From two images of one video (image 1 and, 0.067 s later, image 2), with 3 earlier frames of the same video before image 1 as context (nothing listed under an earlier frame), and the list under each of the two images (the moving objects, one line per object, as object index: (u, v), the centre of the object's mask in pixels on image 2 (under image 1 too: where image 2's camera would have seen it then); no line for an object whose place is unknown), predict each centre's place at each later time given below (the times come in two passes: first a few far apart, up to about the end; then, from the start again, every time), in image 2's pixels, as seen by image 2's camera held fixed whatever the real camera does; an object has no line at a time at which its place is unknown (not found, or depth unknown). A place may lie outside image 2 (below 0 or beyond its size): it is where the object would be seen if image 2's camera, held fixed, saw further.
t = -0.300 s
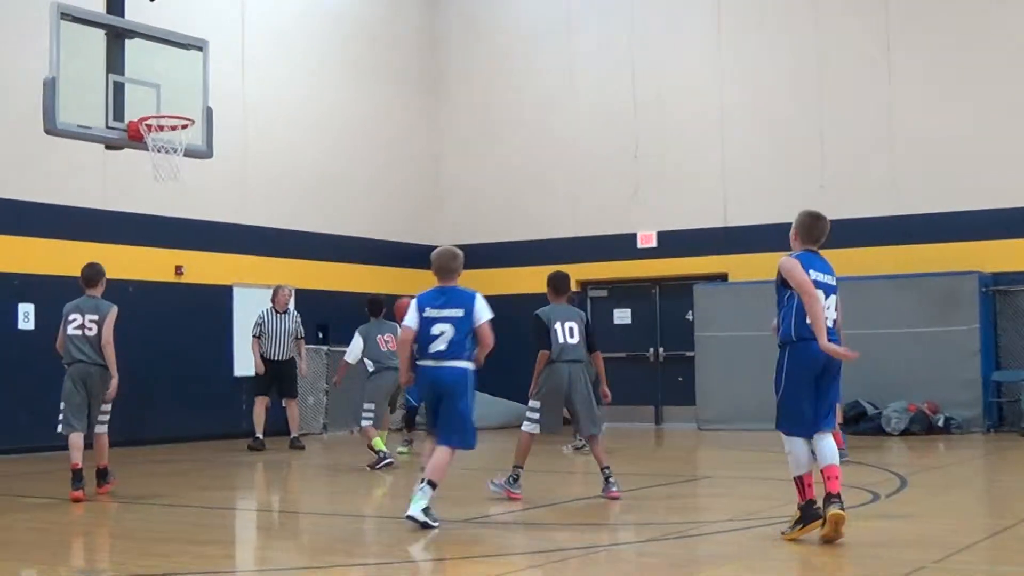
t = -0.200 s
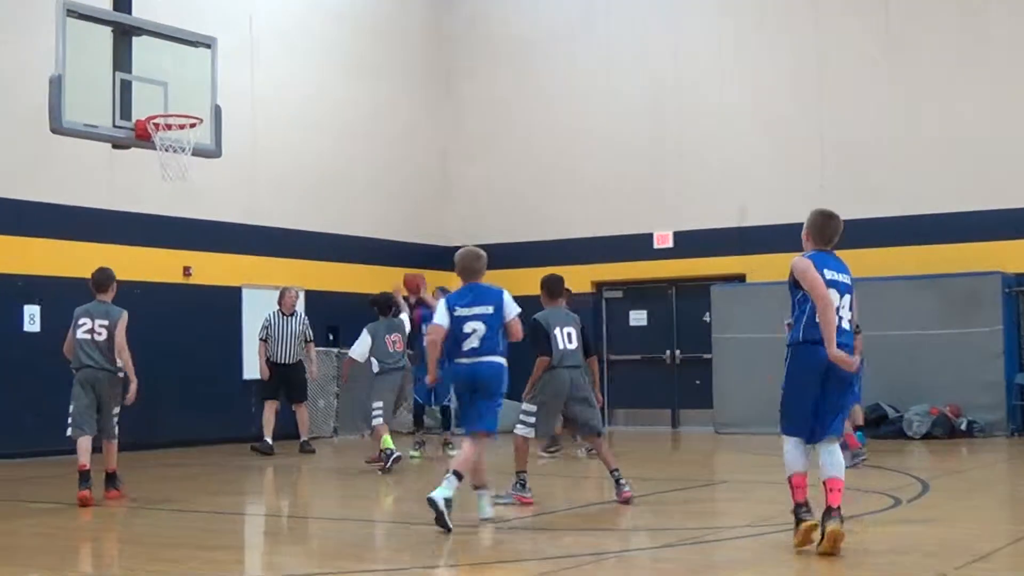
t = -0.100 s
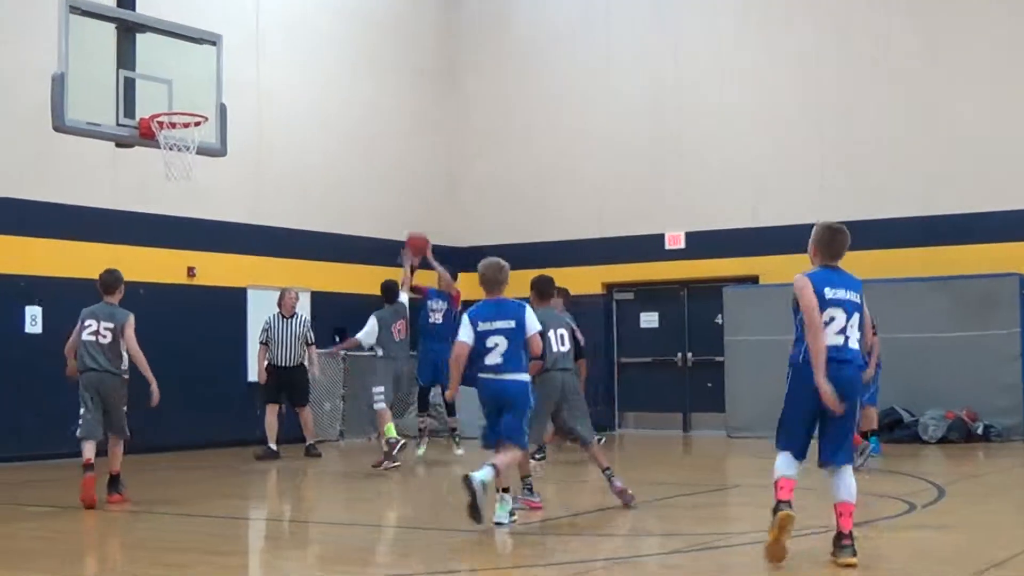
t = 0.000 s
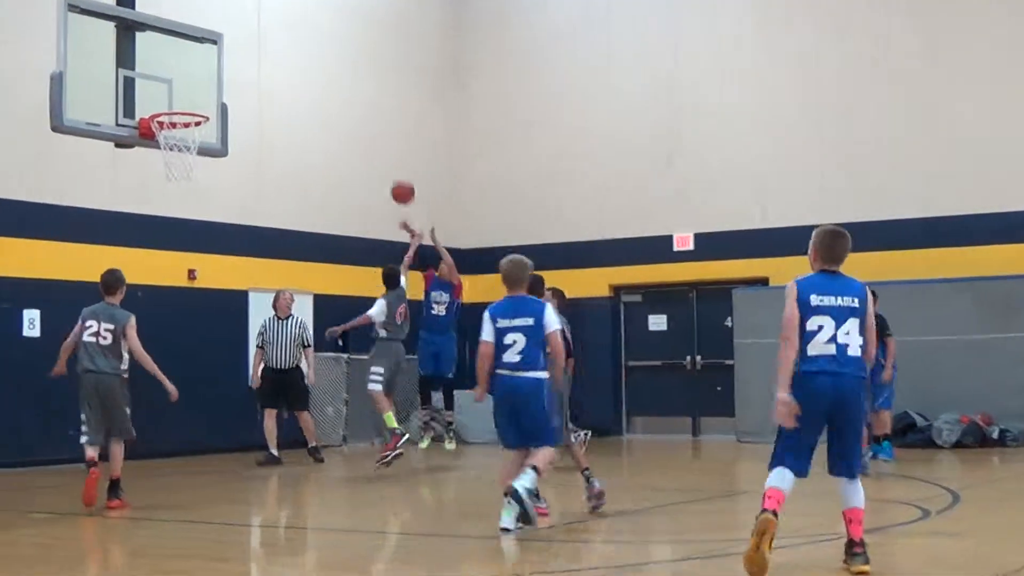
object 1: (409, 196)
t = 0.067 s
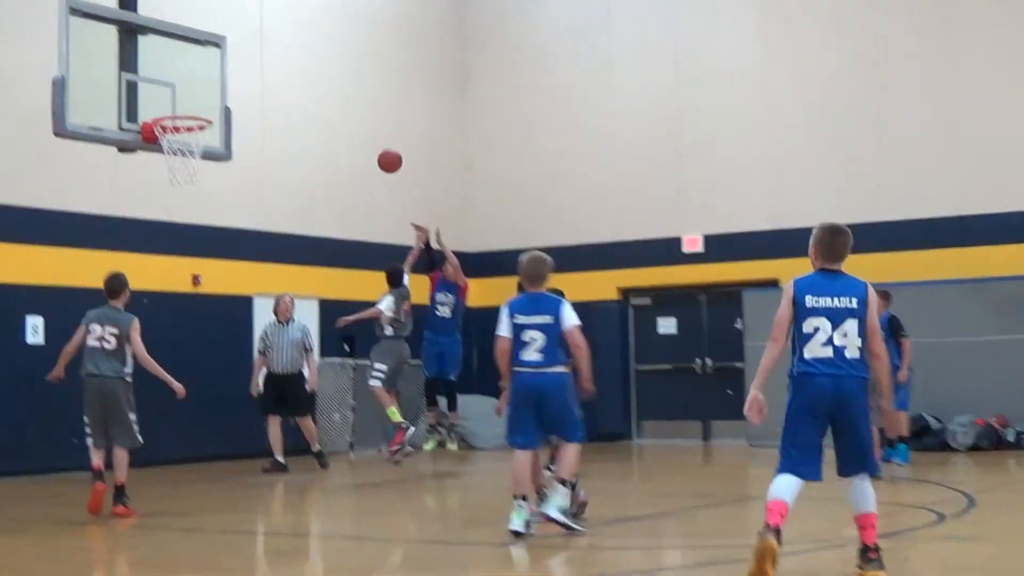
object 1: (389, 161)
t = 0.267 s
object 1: (331, 80)
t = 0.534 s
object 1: (247, 31)
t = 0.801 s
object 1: (152, 59)
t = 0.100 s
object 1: (380, 145)
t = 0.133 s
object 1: (370, 130)
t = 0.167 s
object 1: (360, 116)
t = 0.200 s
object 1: (351, 103)
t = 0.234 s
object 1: (341, 92)
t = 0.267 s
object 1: (331, 80)
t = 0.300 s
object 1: (321, 71)
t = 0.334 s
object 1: (311, 62)
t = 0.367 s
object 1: (300, 54)
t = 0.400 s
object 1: (290, 47)
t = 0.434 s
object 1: (280, 41)
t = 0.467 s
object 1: (269, 37)
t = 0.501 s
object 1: (258, 33)
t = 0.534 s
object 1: (247, 31)
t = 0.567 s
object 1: (236, 30)
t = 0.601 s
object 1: (224, 30)
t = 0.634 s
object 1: (212, 31)
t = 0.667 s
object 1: (200, 34)
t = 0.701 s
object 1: (189, 38)
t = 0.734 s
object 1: (177, 44)
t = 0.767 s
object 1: (164, 51)
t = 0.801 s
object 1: (152, 59)
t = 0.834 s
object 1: (139, 69)
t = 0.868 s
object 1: (127, 81)
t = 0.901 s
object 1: (114, 95)
